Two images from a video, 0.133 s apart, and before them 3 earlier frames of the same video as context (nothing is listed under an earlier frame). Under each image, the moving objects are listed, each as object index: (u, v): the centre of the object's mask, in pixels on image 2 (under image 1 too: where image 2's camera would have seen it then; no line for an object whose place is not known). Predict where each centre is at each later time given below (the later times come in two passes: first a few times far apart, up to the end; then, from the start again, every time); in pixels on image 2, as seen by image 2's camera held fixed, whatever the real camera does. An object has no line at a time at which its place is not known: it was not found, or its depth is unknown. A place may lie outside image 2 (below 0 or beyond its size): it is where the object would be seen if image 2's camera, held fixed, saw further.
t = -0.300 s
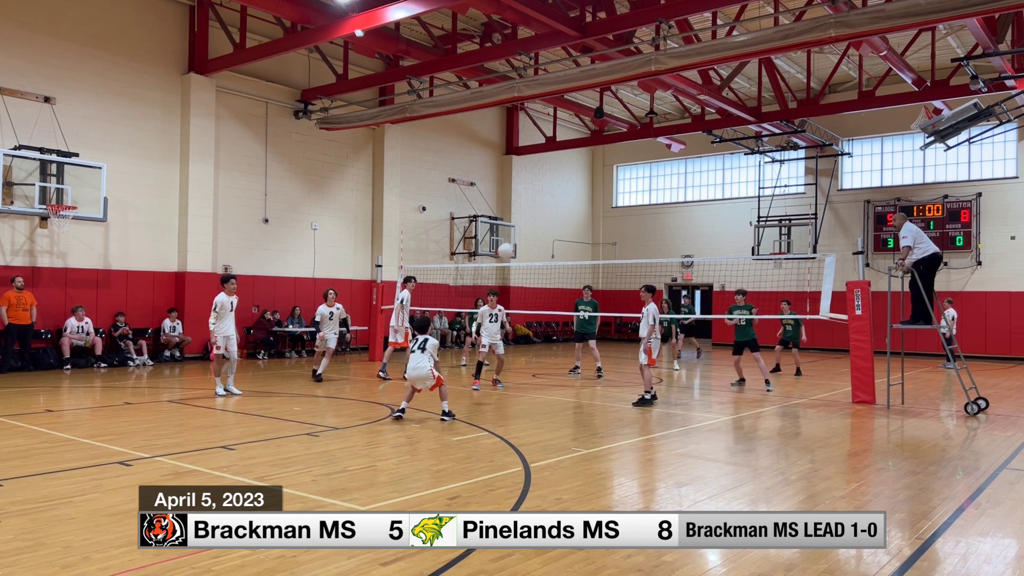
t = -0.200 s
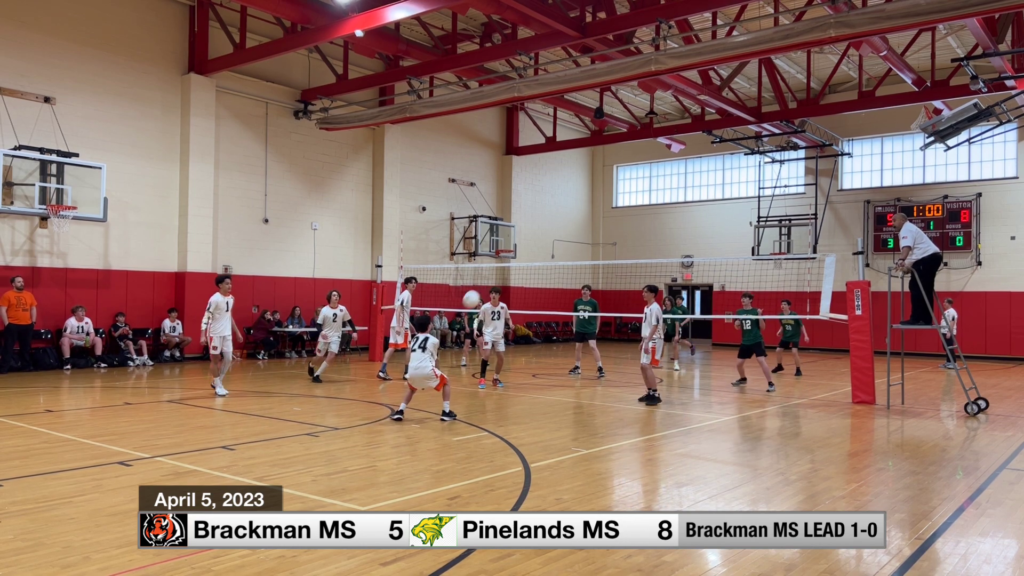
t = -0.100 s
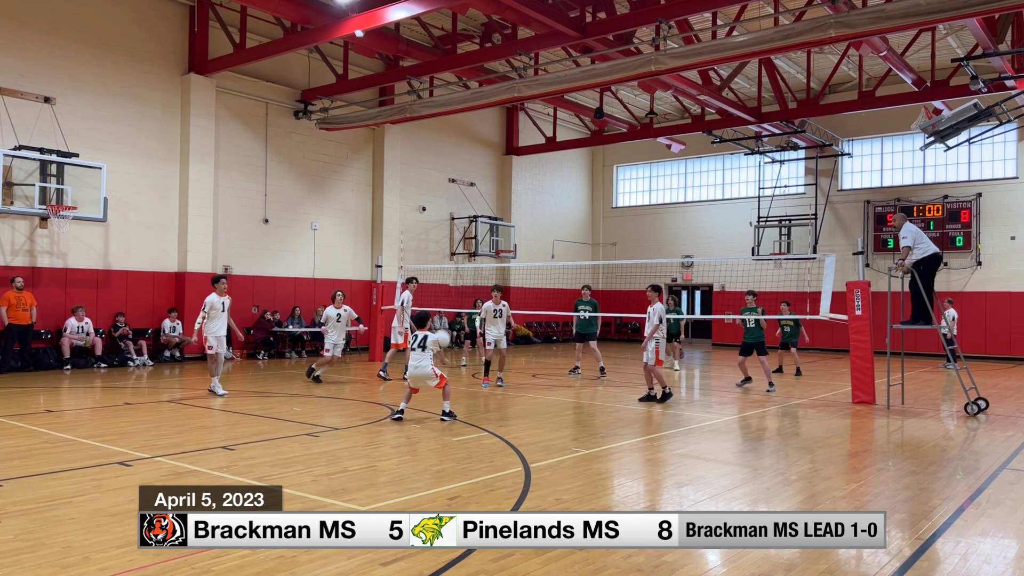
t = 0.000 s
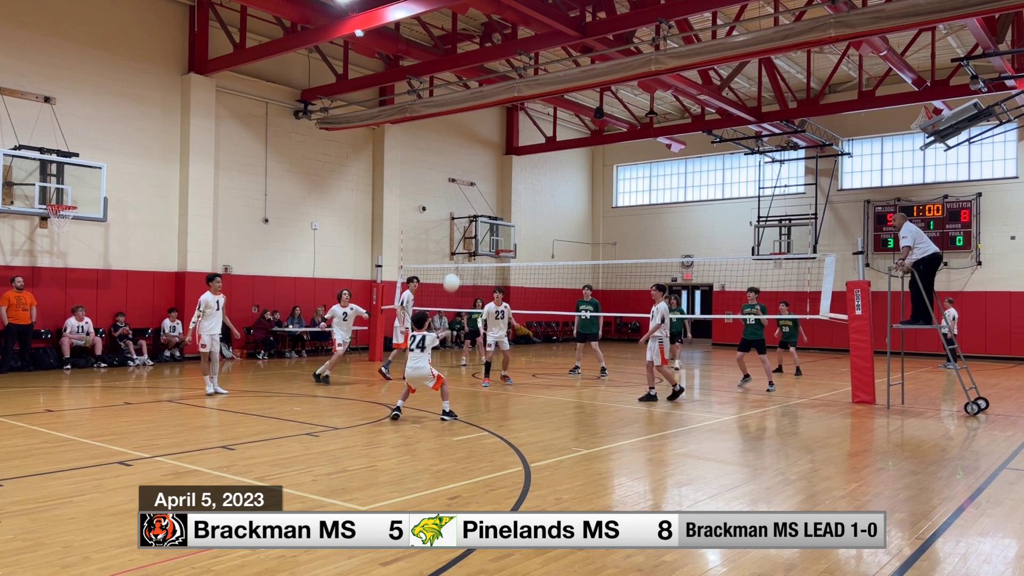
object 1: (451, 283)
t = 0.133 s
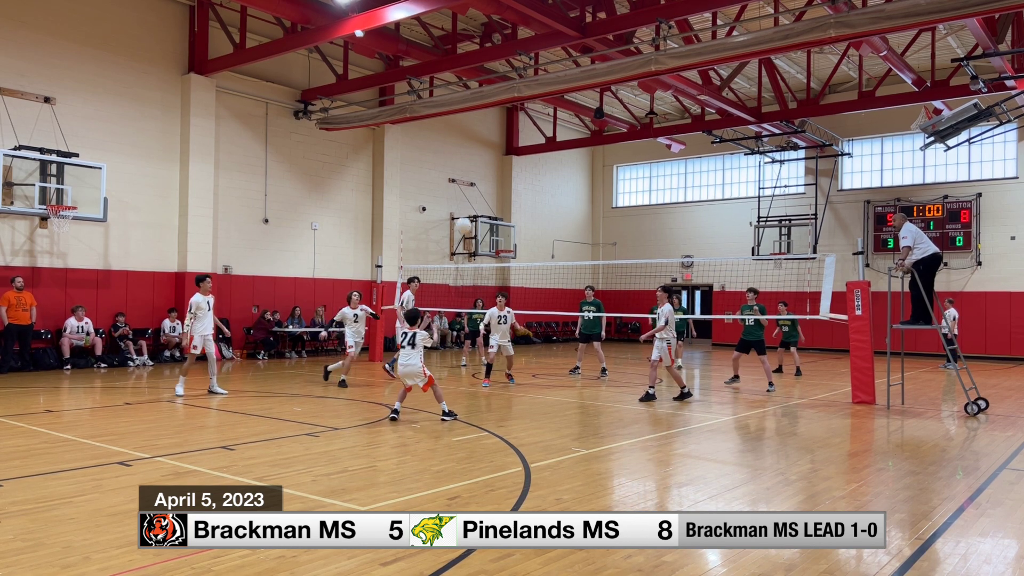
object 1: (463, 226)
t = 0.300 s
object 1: (476, 177)
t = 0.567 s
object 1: (493, 148)
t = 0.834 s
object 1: (506, 166)
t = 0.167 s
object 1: (466, 214)
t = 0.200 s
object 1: (468, 203)
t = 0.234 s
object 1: (471, 194)
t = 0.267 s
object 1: (474, 185)
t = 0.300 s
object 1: (476, 177)
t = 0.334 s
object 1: (478, 171)
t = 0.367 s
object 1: (481, 164)
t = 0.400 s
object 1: (483, 160)
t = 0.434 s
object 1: (485, 156)
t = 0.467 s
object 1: (487, 153)
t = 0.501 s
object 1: (489, 151)
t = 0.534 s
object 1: (491, 149)
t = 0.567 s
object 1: (493, 148)
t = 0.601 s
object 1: (495, 148)
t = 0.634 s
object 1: (496, 149)
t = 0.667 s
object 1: (498, 150)
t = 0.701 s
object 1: (500, 151)
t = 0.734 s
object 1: (502, 154)
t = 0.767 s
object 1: (503, 157)
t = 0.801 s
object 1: (505, 161)
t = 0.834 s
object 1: (506, 166)
